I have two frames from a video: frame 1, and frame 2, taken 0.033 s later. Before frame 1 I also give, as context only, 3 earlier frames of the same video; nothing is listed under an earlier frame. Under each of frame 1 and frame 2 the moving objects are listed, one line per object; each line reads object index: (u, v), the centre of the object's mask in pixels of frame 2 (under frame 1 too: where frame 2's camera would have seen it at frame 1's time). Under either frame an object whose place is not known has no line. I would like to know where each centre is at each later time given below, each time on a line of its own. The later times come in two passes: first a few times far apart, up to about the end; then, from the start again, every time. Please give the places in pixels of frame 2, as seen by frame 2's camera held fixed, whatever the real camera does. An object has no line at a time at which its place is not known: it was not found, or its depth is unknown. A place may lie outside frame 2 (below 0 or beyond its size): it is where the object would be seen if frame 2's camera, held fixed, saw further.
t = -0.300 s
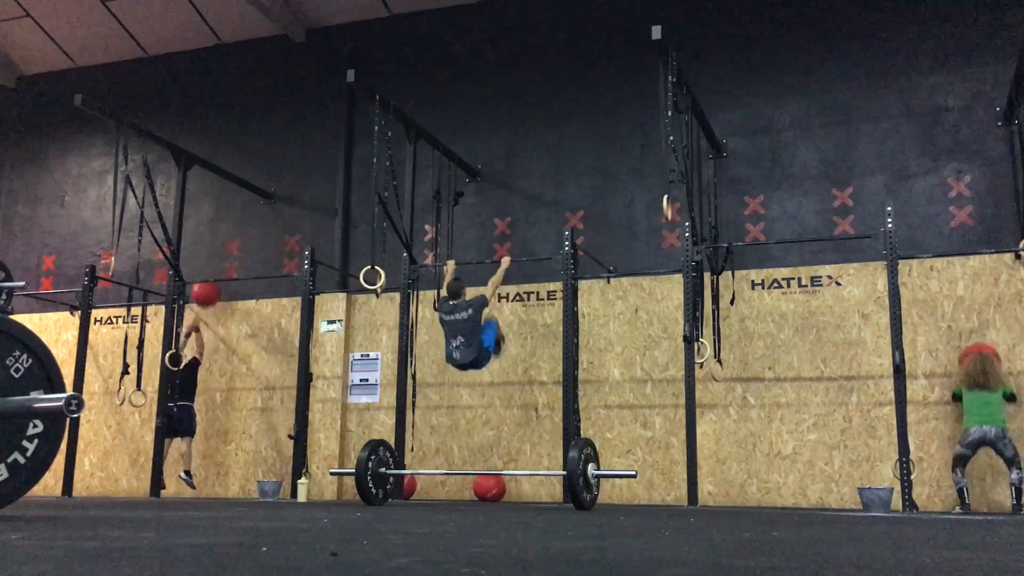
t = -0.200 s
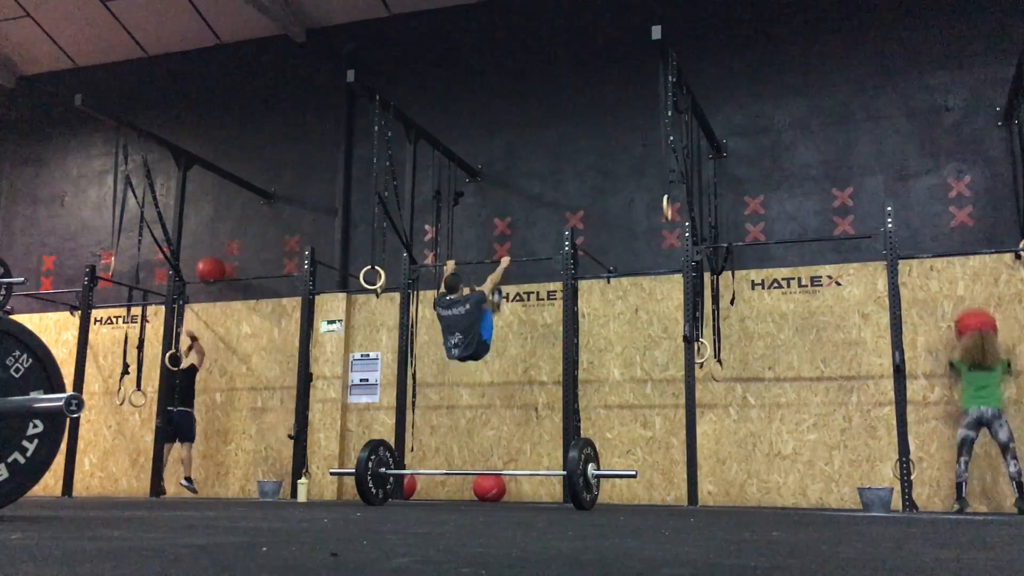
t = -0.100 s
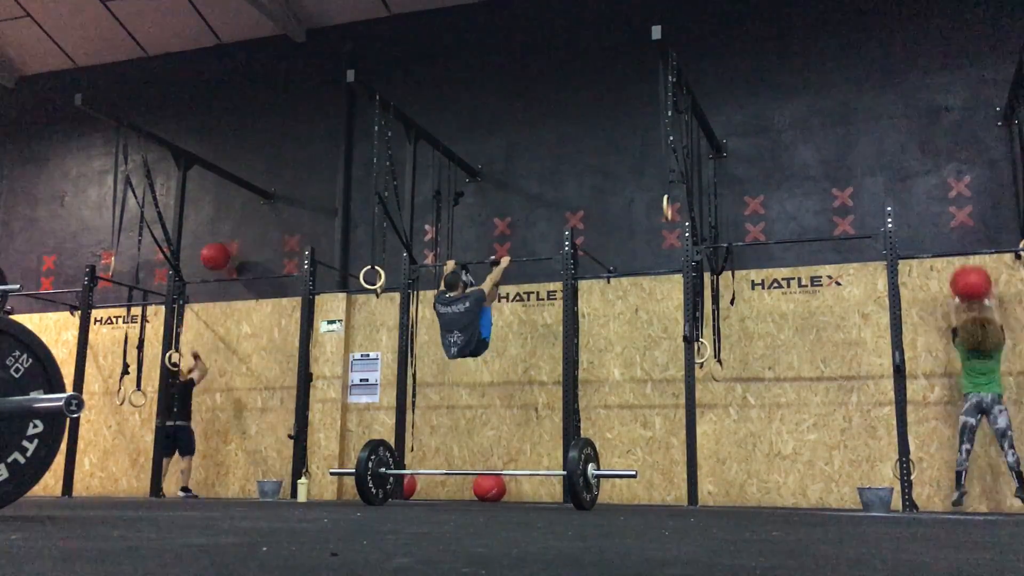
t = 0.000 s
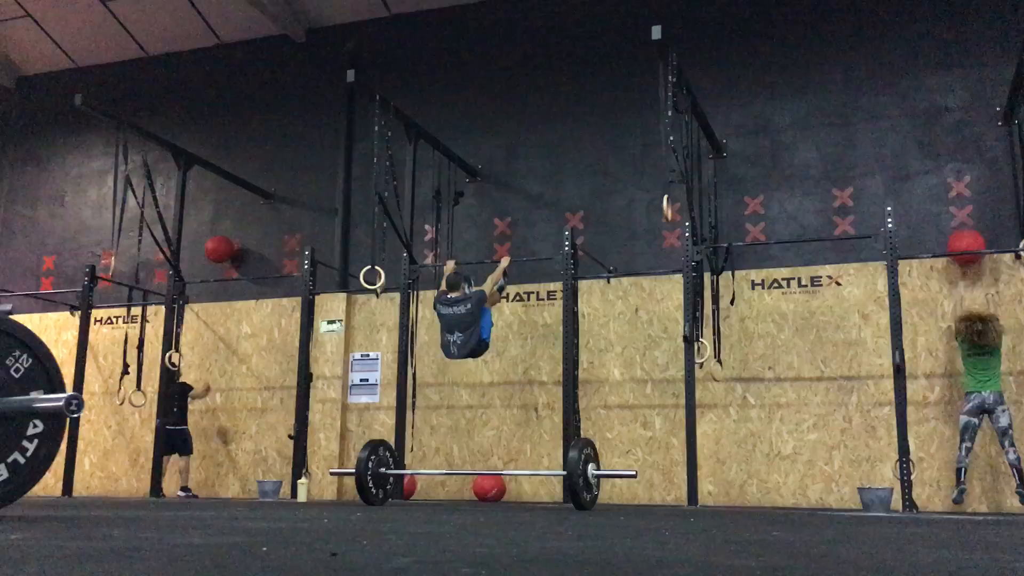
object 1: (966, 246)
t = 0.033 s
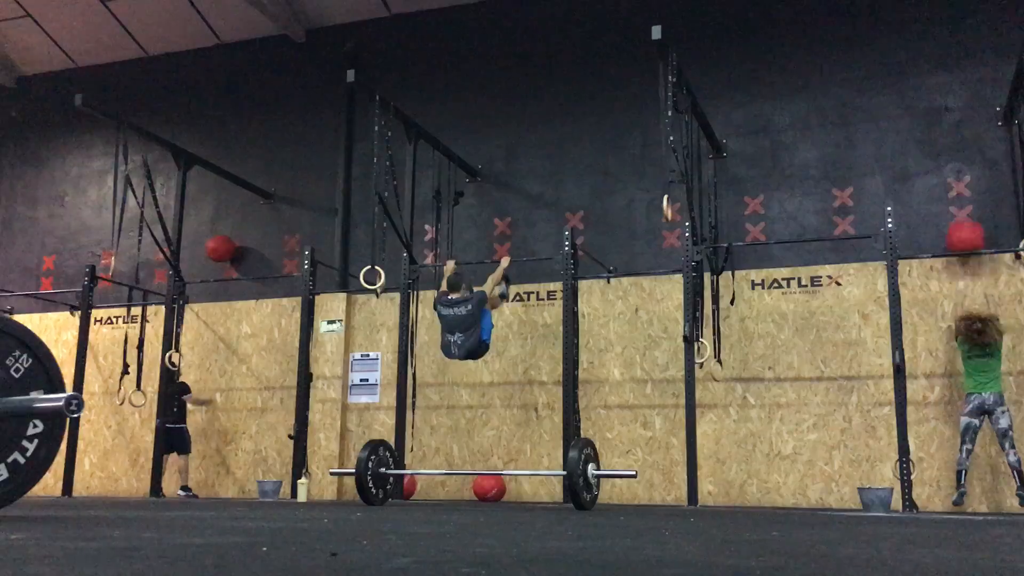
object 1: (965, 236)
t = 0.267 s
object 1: (958, 203)
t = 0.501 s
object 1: (959, 215)
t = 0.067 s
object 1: (964, 230)
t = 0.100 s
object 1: (963, 222)
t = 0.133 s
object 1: (962, 216)
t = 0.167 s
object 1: (961, 212)
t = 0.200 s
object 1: (960, 208)
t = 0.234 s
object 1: (959, 205)
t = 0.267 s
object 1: (958, 203)
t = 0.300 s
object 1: (958, 203)
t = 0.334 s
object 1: (958, 203)
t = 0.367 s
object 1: (958, 202)
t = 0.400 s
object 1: (958, 204)
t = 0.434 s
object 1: (959, 207)
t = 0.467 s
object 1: (959, 211)
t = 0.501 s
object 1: (959, 215)
